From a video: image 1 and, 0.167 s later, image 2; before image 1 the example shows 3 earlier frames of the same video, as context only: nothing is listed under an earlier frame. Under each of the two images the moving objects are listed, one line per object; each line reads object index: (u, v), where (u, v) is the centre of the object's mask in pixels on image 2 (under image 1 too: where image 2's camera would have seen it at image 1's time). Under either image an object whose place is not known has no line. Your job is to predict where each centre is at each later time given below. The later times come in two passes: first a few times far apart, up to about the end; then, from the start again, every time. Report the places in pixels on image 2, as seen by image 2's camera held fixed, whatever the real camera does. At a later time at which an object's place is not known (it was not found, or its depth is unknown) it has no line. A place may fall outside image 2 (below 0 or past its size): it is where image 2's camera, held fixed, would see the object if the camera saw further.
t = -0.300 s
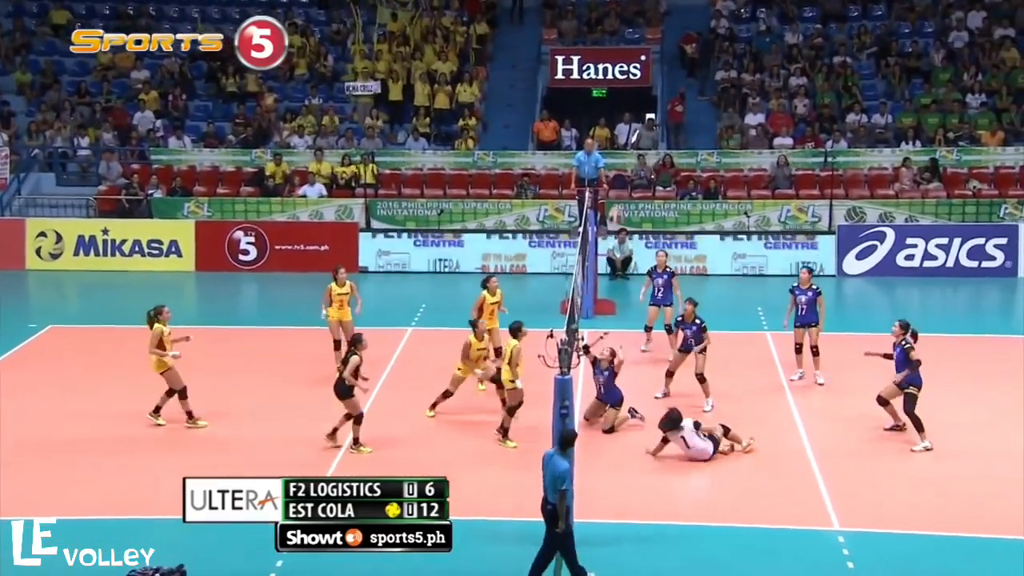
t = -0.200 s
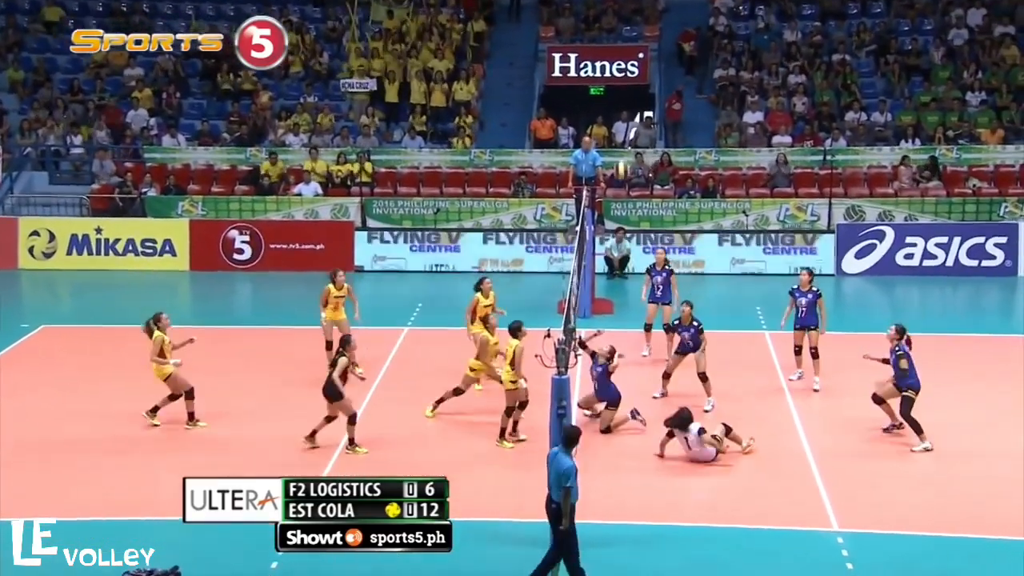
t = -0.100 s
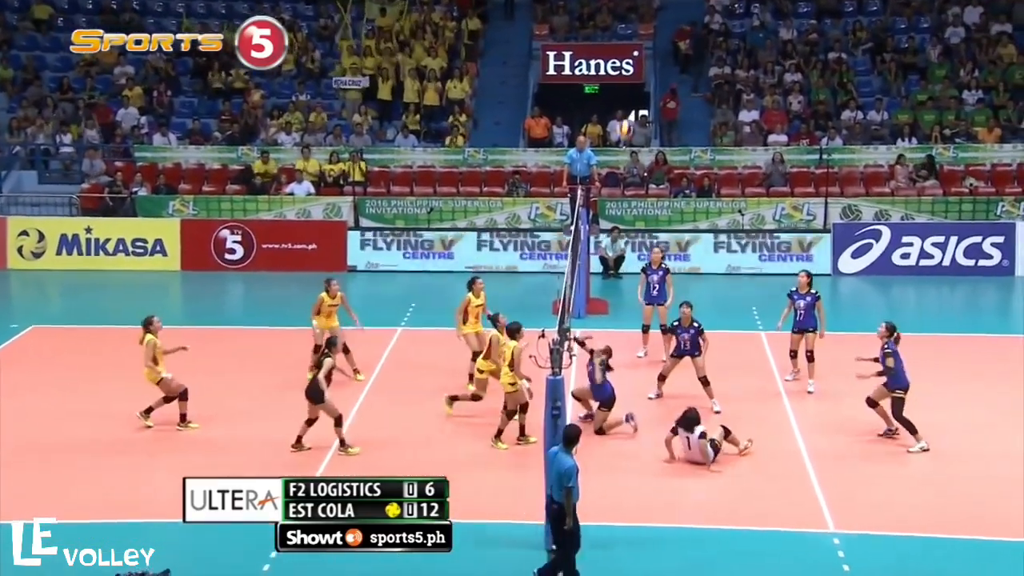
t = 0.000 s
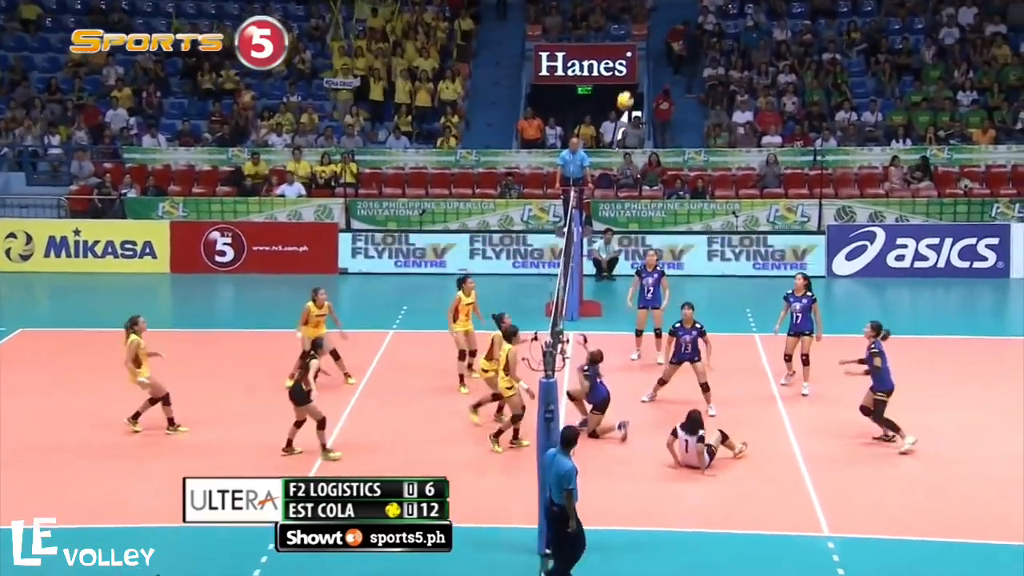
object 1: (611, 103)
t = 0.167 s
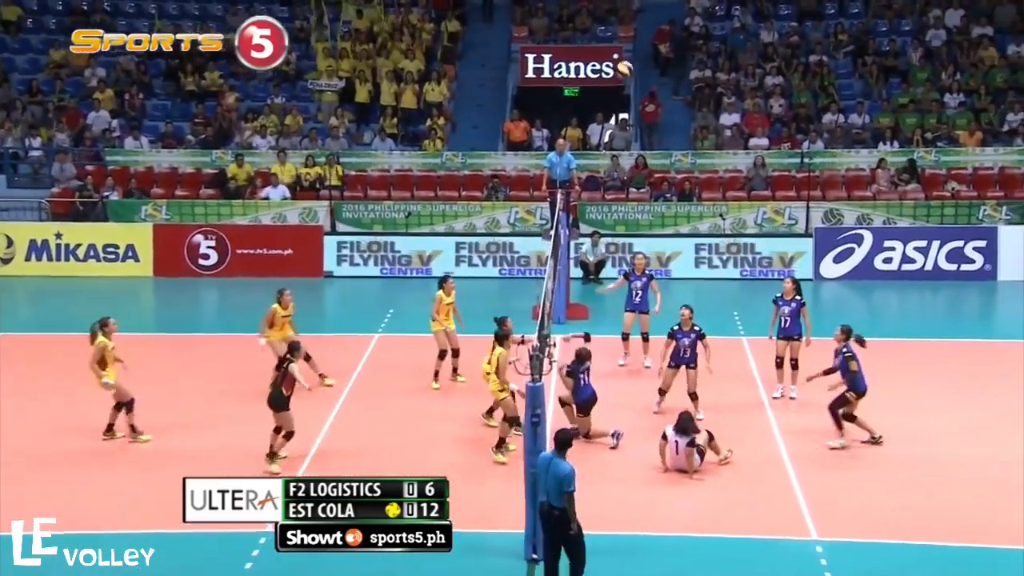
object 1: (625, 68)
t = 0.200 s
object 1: (628, 64)
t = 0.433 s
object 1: (642, 64)
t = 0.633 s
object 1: (655, 96)
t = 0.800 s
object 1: (665, 145)
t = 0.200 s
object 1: (628, 64)
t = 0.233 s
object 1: (629, 63)
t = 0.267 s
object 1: (631, 61)
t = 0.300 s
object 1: (634, 59)
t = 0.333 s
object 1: (636, 60)
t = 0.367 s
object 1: (638, 60)
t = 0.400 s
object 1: (640, 61)
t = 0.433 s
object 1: (642, 64)
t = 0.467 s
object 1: (645, 67)
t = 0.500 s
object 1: (647, 71)
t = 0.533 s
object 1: (649, 76)
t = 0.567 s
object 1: (651, 82)
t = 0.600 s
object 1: (653, 89)
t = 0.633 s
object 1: (655, 96)
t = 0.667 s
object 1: (657, 104)
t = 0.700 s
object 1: (659, 114)
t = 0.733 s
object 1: (661, 124)
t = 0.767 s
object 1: (662, 134)
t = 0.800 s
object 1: (665, 145)
